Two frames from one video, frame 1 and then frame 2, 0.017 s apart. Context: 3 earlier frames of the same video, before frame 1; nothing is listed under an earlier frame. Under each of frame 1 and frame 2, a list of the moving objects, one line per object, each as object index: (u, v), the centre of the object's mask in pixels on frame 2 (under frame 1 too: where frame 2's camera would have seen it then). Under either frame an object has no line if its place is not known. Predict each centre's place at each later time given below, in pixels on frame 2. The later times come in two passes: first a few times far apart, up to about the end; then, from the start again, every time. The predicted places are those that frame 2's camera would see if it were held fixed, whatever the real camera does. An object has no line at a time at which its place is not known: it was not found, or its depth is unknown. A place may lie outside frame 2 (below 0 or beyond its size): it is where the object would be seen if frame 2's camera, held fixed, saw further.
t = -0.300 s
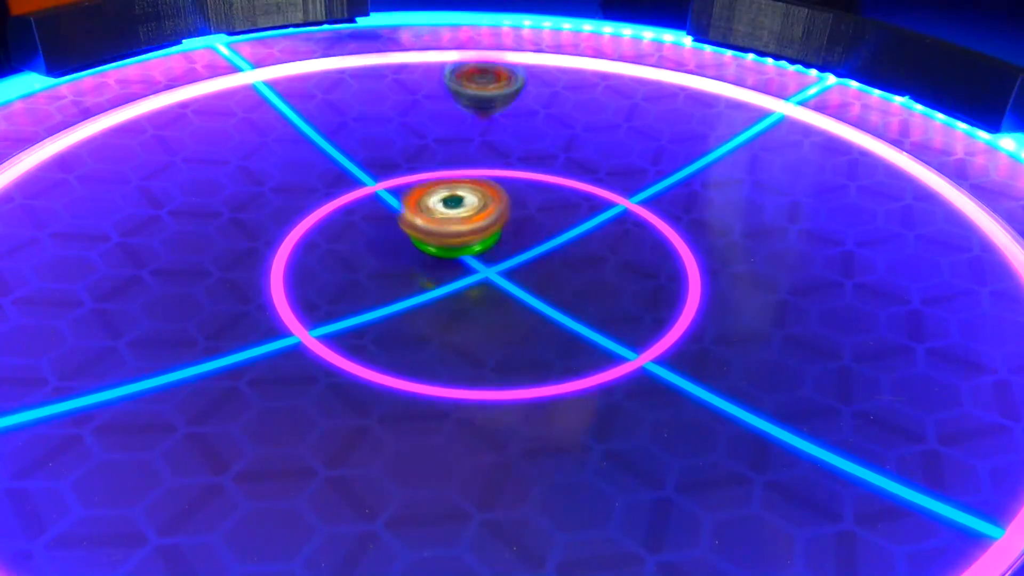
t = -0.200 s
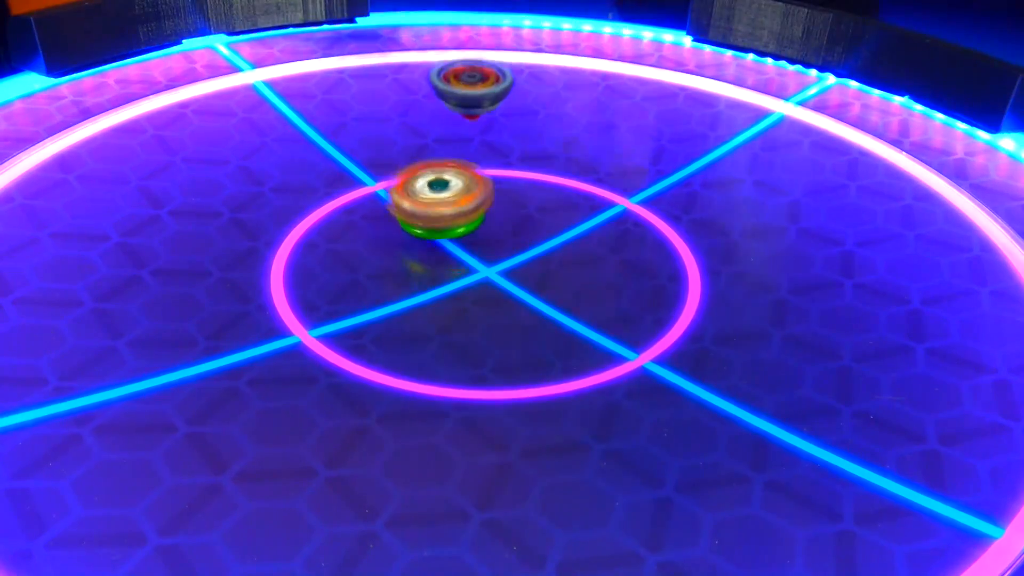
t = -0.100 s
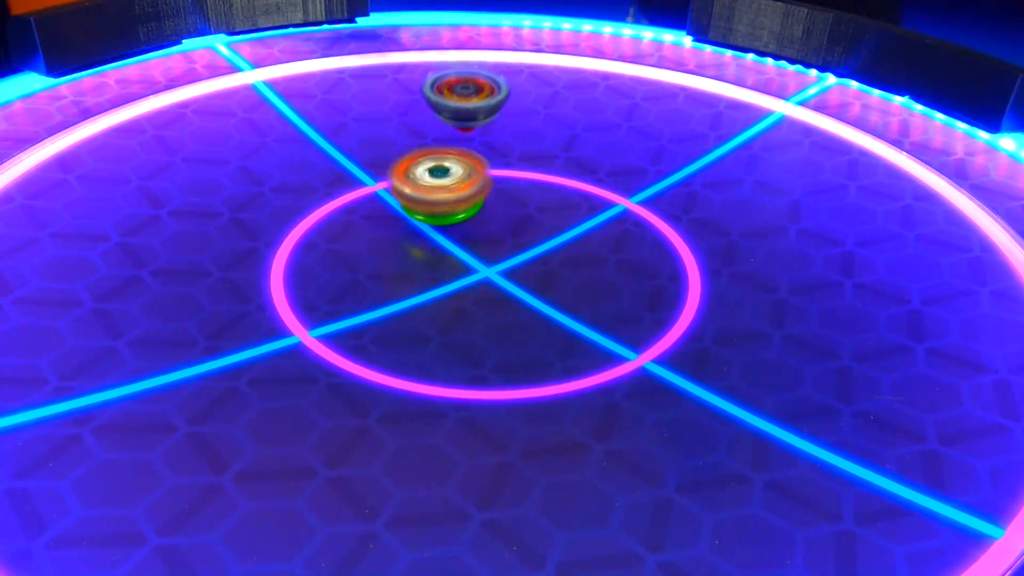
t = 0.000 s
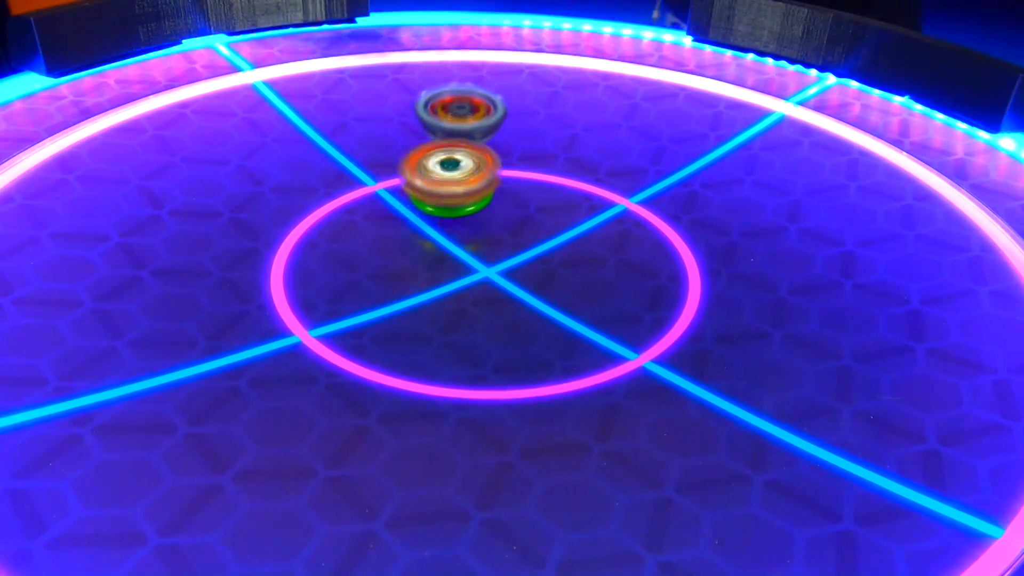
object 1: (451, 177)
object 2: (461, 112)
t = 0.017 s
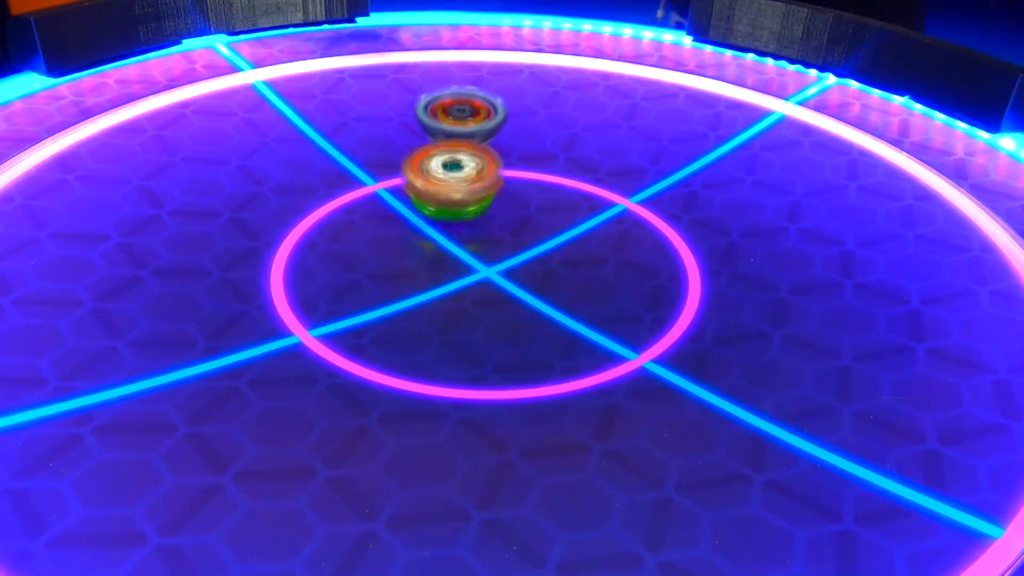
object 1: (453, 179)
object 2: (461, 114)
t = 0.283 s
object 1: (393, 306)
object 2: (507, 77)
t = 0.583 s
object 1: (311, 352)
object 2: (469, 88)
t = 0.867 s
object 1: (324, 385)
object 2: (514, 164)
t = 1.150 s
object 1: (388, 393)
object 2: (614, 261)
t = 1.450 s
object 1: (478, 370)
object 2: (696, 291)
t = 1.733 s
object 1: (537, 327)
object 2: (713, 257)
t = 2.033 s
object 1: (552, 271)
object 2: (658, 217)
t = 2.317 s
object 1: (446, 225)
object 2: (648, 199)
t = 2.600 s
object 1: (422, 166)
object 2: (571, 234)
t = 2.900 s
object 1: (474, 158)
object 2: (563, 288)
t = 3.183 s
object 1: (483, 199)
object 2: (638, 290)
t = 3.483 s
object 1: (445, 250)
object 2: (581, 233)
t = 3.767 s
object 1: (341, 290)
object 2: (505, 182)
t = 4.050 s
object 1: (338, 303)
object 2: (470, 189)
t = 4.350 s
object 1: (370, 328)
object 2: (490, 223)
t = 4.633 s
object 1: (379, 347)
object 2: (584, 170)
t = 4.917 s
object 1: (449, 345)
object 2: (517, 155)
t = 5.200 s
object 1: (509, 318)
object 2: (470, 197)
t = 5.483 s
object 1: (567, 343)
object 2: (530, 186)
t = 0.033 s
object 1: (451, 189)
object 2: (465, 114)
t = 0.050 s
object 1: (448, 198)
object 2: (469, 110)
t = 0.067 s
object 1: (445, 209)
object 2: (473, 107)
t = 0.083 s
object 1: (441, 220)
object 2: (477, 103)
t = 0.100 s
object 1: (438, 229)
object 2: (482, 101)
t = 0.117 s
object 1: (435, 237)
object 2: (485, 98)
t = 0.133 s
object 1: (431, 246)
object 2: (488, 96)
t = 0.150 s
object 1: (428, 255)
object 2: (493, 93)
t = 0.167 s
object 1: (424, 263)
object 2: (496, 90)
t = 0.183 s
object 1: (421, 271)
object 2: (498, 88)
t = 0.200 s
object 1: (416, 279)
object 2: (500, 86)
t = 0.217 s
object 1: (411, 287)
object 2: (503, 84)
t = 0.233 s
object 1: (408, 292)
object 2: (504, 82)
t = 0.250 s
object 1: (404, 297)
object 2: (506, 80)
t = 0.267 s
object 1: (399, 302)
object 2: (507, 78)
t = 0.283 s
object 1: (393, 306)
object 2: (507, 77)
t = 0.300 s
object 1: (387, 310)
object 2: (507, 75)
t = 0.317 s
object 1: (382, 314)
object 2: (507, 73)
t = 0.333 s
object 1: (376, 317)
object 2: (506, 73)
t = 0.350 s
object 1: (370, 320)
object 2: (505, 72)
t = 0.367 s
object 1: (363, 324)
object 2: (503, 72)
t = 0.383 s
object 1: (357, 326)
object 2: (501, 71)
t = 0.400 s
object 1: (351, 329)
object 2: (498, 72)
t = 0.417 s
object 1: (346, 331)
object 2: (496, 72)
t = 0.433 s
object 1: (340, 333)
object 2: (493, 73)
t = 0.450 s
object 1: (336, 335)
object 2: (489, 74)
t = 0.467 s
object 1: (332, 338)
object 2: (486, 75)
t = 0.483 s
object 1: (328, 340)
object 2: (483, 76)
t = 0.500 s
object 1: (325, 342)
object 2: (480, 78)
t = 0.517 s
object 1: (321, 344)
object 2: (477, 80)
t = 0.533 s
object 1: (318, 346)
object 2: (474, 81)
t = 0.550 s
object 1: (316, 348)
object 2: (472, 84)
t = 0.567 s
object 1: (313, 350)
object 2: (471, 85)
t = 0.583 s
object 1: (311, 352)
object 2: (469, 88)
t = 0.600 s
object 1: (310, 354)
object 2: (468, 90)
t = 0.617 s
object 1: (309, 356)
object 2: (468, 93)
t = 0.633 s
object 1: (308, 359)
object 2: (468, 96)
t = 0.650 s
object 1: (307, 361)
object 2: (469, 99)
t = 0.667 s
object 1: (307, 363)
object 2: (470, 103)
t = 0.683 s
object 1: (307, 365)
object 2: (471, 106)
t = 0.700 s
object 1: (306, 367)
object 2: (473, 111)
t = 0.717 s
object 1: (307, 369)
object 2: (476, 115)
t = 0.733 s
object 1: (308, 371)
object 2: (479, 119)
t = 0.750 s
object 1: (309, 373)
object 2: (482, 123)
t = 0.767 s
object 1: (310, 375)
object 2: (486, 129)
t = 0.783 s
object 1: (312, 377)
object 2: (489, 134)
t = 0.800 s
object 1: (314, 378)
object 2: (494, 139)
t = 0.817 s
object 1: (316, 380)
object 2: (499, 145)
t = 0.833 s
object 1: (318, 381)
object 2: (503, 151)
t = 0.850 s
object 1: (320, 383)
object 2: (509, 157)
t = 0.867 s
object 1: (324, 385)
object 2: (514, 164)
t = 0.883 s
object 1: (326, 386)
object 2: (520, 170)
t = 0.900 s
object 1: (330, 387)
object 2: (526, 176)
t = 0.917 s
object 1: (333, 389)
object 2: (532, 182)
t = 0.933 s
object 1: (336, 390)
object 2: (539, 188)
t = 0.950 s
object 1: (339, 390)
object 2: (545, 194)
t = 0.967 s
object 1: (343, 391)
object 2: (551, 199)
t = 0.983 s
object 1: (346, 391)
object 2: (557, 207)
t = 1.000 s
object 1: (350, 392)
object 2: (562, 214)
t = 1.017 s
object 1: (354, 392)
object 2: (568, 219)
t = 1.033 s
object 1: (357, 392)
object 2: (573, 227)
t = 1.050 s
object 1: (362, 393)
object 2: (579, 230)
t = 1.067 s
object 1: (366, 393)
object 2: (584, 237)
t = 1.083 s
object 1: (371, 393)
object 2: (590, 242)
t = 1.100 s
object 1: (375, 393)
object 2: (596, 248)
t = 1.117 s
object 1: (379, 393)
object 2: (602, 252)
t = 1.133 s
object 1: (384, 393)
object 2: (608, 258)
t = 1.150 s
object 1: (388, 393)
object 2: (614, 261)
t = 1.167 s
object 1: (393, 393)
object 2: (621, 267)
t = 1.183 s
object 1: (398, 392)
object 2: (627, 270)
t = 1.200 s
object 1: (403, 392)
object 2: (631, 273)
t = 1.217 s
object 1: (408, 391)
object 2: (637, 274)
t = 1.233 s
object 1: (413, 390)
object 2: (642, 278)
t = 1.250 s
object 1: (418, 389)
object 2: (648, 280)
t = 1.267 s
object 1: (423, 388)
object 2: (653, 283)
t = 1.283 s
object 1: (428, 386)
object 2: (659, 285)
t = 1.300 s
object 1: (433, 385)
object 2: (664, 287)
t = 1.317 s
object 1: (438, 384)
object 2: (670, 287)
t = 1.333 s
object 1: (443, 382)
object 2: (674, 288)
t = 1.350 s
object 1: (448, 381)
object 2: (679, 291)
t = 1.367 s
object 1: (454, 380)
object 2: (683, 289)
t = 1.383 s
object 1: (459, 378)
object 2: (686, 291)
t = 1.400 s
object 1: (464, 376)
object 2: (689, 290)
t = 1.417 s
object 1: (469, 374)
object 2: (692, 288)
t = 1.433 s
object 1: (474, 372)
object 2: (694, 291)
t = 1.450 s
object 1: (478, 370)
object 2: (696, 291)
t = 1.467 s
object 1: (483, 369)
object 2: (699, 290)
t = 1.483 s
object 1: (488, 366)
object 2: (701, 289)
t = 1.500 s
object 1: (492, 364)
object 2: (704, 288)
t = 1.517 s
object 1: (496, 362)
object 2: (706, 287)
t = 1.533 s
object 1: (500, 360)
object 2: (709, 285)
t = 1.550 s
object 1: (503, 358)
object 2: (711, 284)
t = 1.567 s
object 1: (507, 356)
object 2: (712, 280)
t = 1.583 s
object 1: (511, 353)
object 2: (714, 279)
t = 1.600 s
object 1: (515, 350)
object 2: (714, 278)
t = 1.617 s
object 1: (518, 347)
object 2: (715, 276)
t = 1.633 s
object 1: (521, 344)
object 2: (715, 272)
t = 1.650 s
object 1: (525, 341)
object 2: (716, 271)
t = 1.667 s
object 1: (528, 339)
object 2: (715, 267)
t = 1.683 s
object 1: (530, 336)
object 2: (715, 266)
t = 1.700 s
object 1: (533, 333)
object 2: (714, 263)
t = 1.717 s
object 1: (535, 330)
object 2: (714, 261)
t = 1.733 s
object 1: (537, 327)
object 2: (713, 257)
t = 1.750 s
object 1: (540, 324)
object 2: (712, 255)
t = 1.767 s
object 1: (541, 321)
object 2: (711, 251)
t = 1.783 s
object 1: (543, 318)
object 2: (709, 249)
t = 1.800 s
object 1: (544, 314)
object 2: (707, 246)
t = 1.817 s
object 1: (545, 311)
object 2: (705, 243)
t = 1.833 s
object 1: (547, 308)
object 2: (703, 241)
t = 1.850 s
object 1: (548, 305)
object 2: (700, 238)
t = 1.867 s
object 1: (549, 302)
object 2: (697, 236)
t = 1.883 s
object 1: (550, 299)
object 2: (694, 234)
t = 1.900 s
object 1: (551, 296)
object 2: (691, 231)
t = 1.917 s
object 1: (552, 294)
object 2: (688, 229)
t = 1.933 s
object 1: (552, 290)
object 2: (685, 227)
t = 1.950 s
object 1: (552, 286)
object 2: (681, 226)
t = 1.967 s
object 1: (552, 283)
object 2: (678, 224)
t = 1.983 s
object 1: (552, 280)
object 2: (672, 222)
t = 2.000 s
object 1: (552, 277)
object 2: (668, 220)
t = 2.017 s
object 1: (552, 274)
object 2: (663, 218)
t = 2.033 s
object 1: (552, 271)
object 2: (658, 217)
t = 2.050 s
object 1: (552, 267)
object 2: (653, 216)
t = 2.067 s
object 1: (552, 264)
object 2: (648, 214)
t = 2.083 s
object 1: (552, 261)
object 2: (644, 213)
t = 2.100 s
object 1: (544, 260)
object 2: (644, 211)
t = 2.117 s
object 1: (534, 258)
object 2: (646, 208)
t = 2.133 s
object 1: (524, 257)
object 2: (649, 206)
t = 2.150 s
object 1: (515, 255)
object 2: (651, 204)
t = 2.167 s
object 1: (506, 253)
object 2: (653, 202)
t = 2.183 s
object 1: (498, 250)
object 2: (654, 201)
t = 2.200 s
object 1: (490, 248)
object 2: (655, 200)
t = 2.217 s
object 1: (482, 245)
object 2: (655, 199)
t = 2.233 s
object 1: (475, 242)
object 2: (655, 199)
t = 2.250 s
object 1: (468, 238)
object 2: (655, 199)
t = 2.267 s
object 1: (462, 235)
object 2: (653, 198)
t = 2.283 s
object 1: (457, 232)
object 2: (652, 198)
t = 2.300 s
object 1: (451, 229)
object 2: (650, 199)
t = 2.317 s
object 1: (446, 225)
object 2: (648, 199)
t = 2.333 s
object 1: (441, 222)
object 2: (644, 200)
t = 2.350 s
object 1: (437, 219)
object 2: (641, 200)
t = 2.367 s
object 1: (433, 216)
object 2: (637, 201)
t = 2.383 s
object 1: (430, 213)
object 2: (633, 202)
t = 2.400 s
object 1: (426, 208)
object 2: (628, 204)
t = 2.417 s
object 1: (423, 203)
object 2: (624, 206)
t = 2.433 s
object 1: (421, 199)
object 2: (619, 207)
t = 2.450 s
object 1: (420, 195)
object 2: (614, 209)
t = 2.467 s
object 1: (418, 192)
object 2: (609, 212)
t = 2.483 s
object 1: (417, 188)
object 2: (604, 214)
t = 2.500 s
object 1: (417, 184)
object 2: (600, 216)
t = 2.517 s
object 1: (417, 181)
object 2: (594, 219)
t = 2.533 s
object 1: (417, 178)
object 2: (589, 222)
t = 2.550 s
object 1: (418, 174)
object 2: (584, 225)
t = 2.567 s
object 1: (419, 172)
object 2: (580, 228)
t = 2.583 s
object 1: (420, 169)
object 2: (575, 231)
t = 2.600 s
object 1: (422, 166)
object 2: (571, 234)
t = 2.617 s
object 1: (423, 164)
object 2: (568, 237)
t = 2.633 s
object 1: (426, 162)
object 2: (565, 240)
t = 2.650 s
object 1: (428, 160)
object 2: (562, 243)
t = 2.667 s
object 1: (431, 159)
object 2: (559, 246)
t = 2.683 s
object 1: (433, 157)
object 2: (557, 250)
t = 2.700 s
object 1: (436, 156)
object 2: (555, 253)
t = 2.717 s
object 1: (439, 155)
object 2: (554, 256)
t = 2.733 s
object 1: (443, 155)
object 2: (553, 259)
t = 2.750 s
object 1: (446, 154)
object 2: (552, 263)
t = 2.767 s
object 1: (449, 154)
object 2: (551, 266)
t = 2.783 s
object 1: (453, 154)
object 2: (551, 269)
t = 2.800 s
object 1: (456, 154)
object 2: (552, 273)
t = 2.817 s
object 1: (459, 154)
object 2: (552, 276)
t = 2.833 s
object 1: (463, 155)
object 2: (553, 278)
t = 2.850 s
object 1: (466, 155)
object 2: (555, 281)
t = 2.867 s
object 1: (469, 156)
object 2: (557, 284)
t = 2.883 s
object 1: (472, 157)
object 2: (560, 286)
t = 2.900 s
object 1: (474, 158)
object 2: (563, 288)
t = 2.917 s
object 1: (477, 159)
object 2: (567, 291)
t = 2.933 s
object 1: (479, 161)
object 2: (570, 293)
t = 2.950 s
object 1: (481, 163)
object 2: (574, 294)
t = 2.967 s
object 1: (483, 165)
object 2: (578, 295)
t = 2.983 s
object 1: (485, 167)
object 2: (581, 296)
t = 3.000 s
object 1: (486, 169)
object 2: (586, 297)
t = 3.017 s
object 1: (487, 171)
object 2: (591, 297)
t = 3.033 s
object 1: (487, 173)
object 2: (596, 298)
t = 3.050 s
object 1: (488, 176)
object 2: (601, 297)
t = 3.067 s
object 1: (488, 179)
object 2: (606, 298)
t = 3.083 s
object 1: (488, 181)
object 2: (612, 297)
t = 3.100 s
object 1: (487, 184)
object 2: (616, 297)
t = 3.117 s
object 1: (486, 187)
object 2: (622, 295)
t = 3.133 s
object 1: (486, 190)
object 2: (626, 294)
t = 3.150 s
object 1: (485, 193)
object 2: (630, 293)
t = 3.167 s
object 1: (484, 196)
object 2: (634, 292)
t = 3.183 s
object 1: (483, 199)
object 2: (638, 290)
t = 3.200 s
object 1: (481, 203)
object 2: (642, 289)
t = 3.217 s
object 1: (480, 207)
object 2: (645, 287)
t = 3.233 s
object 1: (479, 211)
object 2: (646, 284)
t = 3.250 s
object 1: (477, 212)
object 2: (648, 282)
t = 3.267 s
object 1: (475, 215)
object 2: (649, 279)
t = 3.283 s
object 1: (474, 217)
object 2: (648, 276)
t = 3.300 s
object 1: (471, 220)
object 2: (647, 273)
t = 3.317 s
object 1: (469, 223)
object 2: (645, 269)
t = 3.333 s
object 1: (467, 226)
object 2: (641, 266)
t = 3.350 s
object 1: (465, 229)
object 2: (638, 262)
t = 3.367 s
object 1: (463, 232)
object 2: (635, 259)
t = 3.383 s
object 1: (460, 234)
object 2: (630, 256)
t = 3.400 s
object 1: (458, 237)
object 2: (622, 252)
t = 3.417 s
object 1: (456, 240)
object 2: (615, 247)
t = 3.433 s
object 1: (453, 243)
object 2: (607, 243)
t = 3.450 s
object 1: (450, 245)
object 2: (599, 240)
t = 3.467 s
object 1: (448, 248)
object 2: (590, 236)
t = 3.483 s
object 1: (445, 250)
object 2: (581, 233)
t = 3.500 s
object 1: (443, 252)
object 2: (572, 230)
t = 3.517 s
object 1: (440, 254)
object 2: (563, 227)
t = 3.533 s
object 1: (437, 256)
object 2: (553, 226)
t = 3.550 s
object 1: (435, 258)
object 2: (544, 223)
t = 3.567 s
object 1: (432, 261)
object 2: (534, 221)
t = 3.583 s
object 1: (421, 267)
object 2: (529, 217)
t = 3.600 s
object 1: (410, 270)
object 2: (525, 213)
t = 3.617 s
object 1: (400, 272)
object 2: (523, 210)
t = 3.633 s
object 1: (392, 275)
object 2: (521, 208)
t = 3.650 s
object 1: (383, 278)
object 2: (519, 203)
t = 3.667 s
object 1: (375, 280)
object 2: (518, 198)
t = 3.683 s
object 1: (369, 282)
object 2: (515, 194)
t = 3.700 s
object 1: (361, 284)
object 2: (512, 192)
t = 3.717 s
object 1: (355, 286)
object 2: (509, 189)
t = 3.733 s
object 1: (350, 287)
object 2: (508, 187)
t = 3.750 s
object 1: (345, 288)
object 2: (506, 183)
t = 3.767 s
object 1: (341, 290)
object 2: (505, 182)
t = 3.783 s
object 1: (337, 291)
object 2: (503, 180)
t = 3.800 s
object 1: (333, 292)
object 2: (500, 179)
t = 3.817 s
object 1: (329, 293)
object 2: (499, 176)
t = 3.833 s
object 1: (326, 294)
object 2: (497, 177)
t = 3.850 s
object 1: (324, 295)
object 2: (495, 175)
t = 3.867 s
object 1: (323, 296)
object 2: (494, 174)
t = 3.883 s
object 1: (321, 296)
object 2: (492, 177)
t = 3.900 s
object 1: (320, 297)
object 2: (489, 176)
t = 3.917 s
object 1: (321, 298)
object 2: (487, 177)
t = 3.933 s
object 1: (321, 298)
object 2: (485, 177)
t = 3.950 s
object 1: (322, 299)
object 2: (482, 179)
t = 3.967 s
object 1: (324, 300)
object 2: (481, 178)
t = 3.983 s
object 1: (326, 301)
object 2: (479, 181)
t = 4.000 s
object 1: (328, 301)
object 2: (477, 184)
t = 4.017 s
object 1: (331, 302)
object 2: (475, 186)
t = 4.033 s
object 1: (334, 303)
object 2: (472, 188)
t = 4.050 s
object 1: (338, 303)
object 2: (470, 189)
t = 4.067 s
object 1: (343, 304)
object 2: (467, 193)
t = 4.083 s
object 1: (347, 304)
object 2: (465, 196)
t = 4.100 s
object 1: (351, 304)
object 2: (461, 198)
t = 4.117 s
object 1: (356, 304)
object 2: (459, 202)
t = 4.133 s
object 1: (360, 305)
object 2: (456, 208)
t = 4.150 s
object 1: (365, 305)
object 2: (453, 211)
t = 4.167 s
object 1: (371, 306)
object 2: (451, 214)
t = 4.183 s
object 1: (377, 305)
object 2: (449, 217)
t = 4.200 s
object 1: (382, 306)
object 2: (446, 221)
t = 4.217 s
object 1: (389, 305)
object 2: (444, 225)
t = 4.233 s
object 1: (395, 305)
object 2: (443, 227)
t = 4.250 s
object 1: (401, 305)
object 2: (442, 229)
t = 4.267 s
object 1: (405, 307)
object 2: (441, 231)
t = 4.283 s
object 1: (399, 313)
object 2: (448, 232)
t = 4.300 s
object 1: (390, 317)
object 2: (458, 232)
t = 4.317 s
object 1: (383, 319)
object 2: (468, 229)
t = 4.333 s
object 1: (376, 323)
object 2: (479, 227)
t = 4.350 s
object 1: (370, 328)
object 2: (490, 223)
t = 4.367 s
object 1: (365, 331)
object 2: (500, 221)
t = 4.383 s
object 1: (361, 332)
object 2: (510, 218)
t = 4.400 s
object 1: (358, 334)
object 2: (518, 216)
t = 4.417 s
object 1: (357, 335)
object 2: (526, 212)
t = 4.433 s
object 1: (356, 337)
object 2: (534, 209)
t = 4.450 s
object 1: (355, 338)
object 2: (543, 204)
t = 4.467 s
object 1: (356, 339)
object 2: (550, 199)
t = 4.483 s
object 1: (357, 339)
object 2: (556, 195)
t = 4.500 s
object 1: (359, 341)
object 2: (562, 192)
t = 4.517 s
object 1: (360, 342)
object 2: (567, 188)
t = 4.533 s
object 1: (362, 343)
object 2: (572, 186)
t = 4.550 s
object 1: (365, 343)
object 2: (576, 183)
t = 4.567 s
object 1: (367, 344)
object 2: (578, 180)
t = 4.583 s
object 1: (370, 345)
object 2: (581, 178)
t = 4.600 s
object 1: (373, 346)
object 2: (583, 174)
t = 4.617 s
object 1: (376, 346)
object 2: (584, 172)
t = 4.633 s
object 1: (379, 347)
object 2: (584, 170)
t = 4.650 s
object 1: (383, 348)
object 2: (584, 168)
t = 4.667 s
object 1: (386, 349)
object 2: (584, 166)
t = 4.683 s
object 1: (390, 349)
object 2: (582, 163)
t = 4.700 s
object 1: (395, 349)
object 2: (581, 163)
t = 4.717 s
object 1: (399, 349)
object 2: (579, 161)
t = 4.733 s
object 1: (403, 350)
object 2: (576, 159)
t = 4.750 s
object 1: (406, 350)
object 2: (573, 158)
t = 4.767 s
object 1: (411, 350)
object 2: (569, 157)
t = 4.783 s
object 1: (415, 350)
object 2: (565, 156)
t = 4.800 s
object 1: (419, 350)
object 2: (560, 155)
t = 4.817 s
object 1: (424, 350)
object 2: (554, 154)
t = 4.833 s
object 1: (428, 350)
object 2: (549, 154)
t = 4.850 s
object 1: (432, 349)
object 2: (542, 153)
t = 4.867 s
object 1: (436, 349)
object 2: (536, 153)
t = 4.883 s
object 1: (441, 348)
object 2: (529, 153)
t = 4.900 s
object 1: (445, 347)
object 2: (523, 154)
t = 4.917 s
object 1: (449, 345)
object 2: (517, 155)
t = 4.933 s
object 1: (453, 344)
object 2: (510, 156)
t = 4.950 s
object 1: (457, 343)
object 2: (503, 157)
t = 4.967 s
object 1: (462, 342)
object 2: (497, 158)
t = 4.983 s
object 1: (465, 340)
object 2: (491, 160)
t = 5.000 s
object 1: (469, 339)
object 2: (486, 161)
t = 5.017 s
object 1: (473, 338)
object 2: (481, 162)
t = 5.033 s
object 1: (476, 337)
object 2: (478, 164)
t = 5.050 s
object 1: (479, 336)
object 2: (474, 166)
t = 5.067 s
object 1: (482, 334)
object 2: (471, 168)
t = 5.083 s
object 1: (487, 332)
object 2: (469, 171)
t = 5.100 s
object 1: (491, 330)
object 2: (467, 174)
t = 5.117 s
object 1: (494, 329)
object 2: (466, 177)
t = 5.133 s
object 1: (497, 327)
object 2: (465, 181)
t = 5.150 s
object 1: (501, 324)
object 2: (466, 184)
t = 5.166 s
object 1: (504, 322)
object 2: (466, 188)
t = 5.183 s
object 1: (506, 320)
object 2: (467, 193)
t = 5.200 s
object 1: (509, 318)
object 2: (470, 197)
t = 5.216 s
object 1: (513, 316)
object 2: (473, 201)
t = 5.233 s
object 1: (516, 314)
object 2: (477, 205)
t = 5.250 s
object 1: (518, 311)
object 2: (481, 210)
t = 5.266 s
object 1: (520, 309)
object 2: (485, 213)
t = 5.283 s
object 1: (521, 307)
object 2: (489, 216)
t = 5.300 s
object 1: (523, 305)
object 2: (495, 219)
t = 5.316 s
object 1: (525, 302)
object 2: (501, 220)
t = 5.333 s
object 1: (528, 300)
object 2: (508, 223)
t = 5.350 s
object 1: (534, 305)
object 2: (515, 222)
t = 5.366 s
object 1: (539, 314)
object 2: (518, 221)
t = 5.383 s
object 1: (543, 317)
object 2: (520, 216)
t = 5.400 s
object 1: (547, 323)
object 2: (520, 212)
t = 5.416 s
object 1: (552, 328)
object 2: (523, 207)
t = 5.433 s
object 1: (555, 333)
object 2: (526, 201)
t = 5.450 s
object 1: (559, 337)
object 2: (528, 197)
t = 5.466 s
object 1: (563, 341)
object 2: (529, 191)
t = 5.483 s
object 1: (567, 343)
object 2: (530, 186)
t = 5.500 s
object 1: (569, 346)
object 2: (531, 181)
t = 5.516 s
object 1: (572, 348)
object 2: (531, 177)
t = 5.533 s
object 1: (575, 349)
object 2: (531, 172)
